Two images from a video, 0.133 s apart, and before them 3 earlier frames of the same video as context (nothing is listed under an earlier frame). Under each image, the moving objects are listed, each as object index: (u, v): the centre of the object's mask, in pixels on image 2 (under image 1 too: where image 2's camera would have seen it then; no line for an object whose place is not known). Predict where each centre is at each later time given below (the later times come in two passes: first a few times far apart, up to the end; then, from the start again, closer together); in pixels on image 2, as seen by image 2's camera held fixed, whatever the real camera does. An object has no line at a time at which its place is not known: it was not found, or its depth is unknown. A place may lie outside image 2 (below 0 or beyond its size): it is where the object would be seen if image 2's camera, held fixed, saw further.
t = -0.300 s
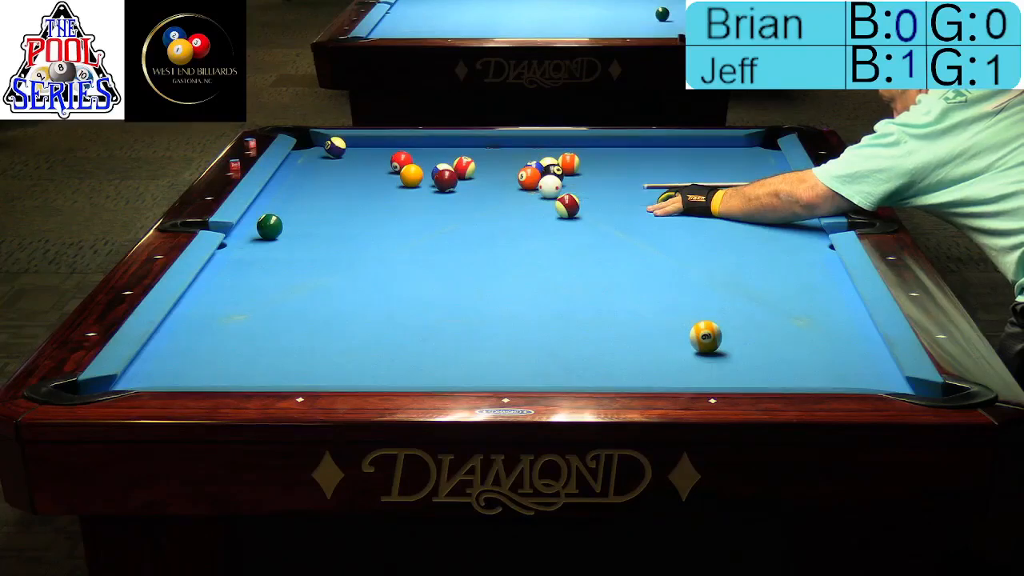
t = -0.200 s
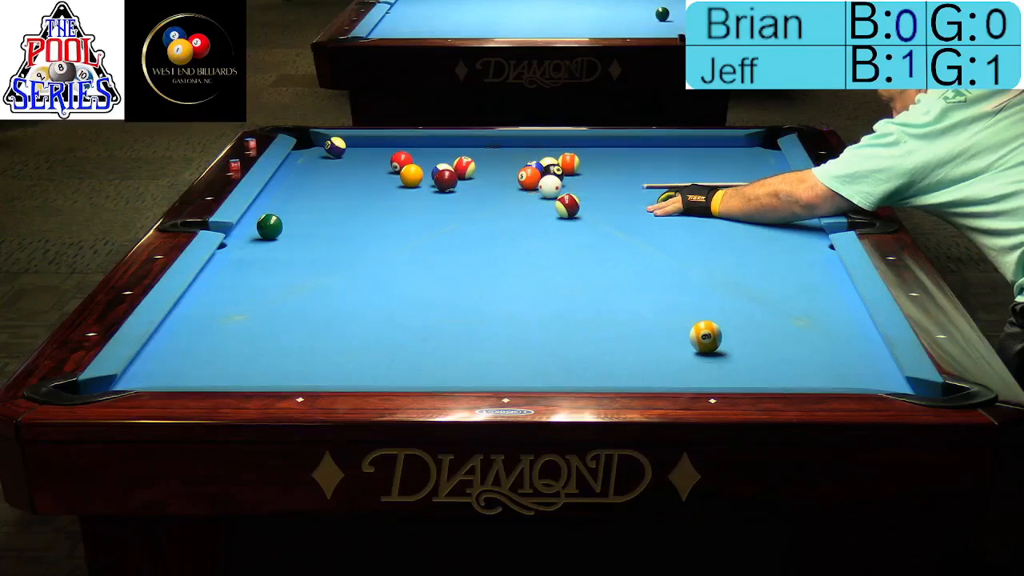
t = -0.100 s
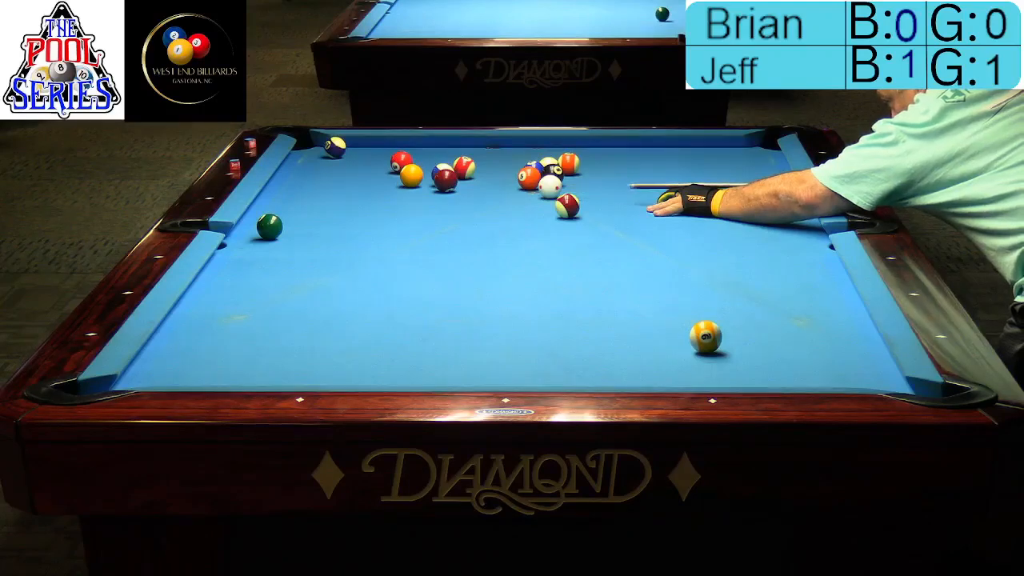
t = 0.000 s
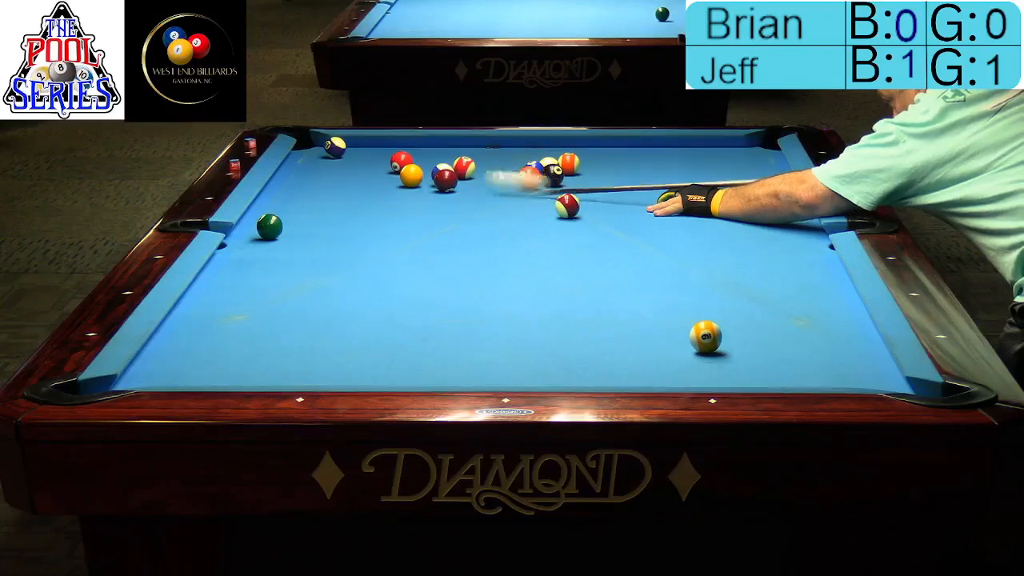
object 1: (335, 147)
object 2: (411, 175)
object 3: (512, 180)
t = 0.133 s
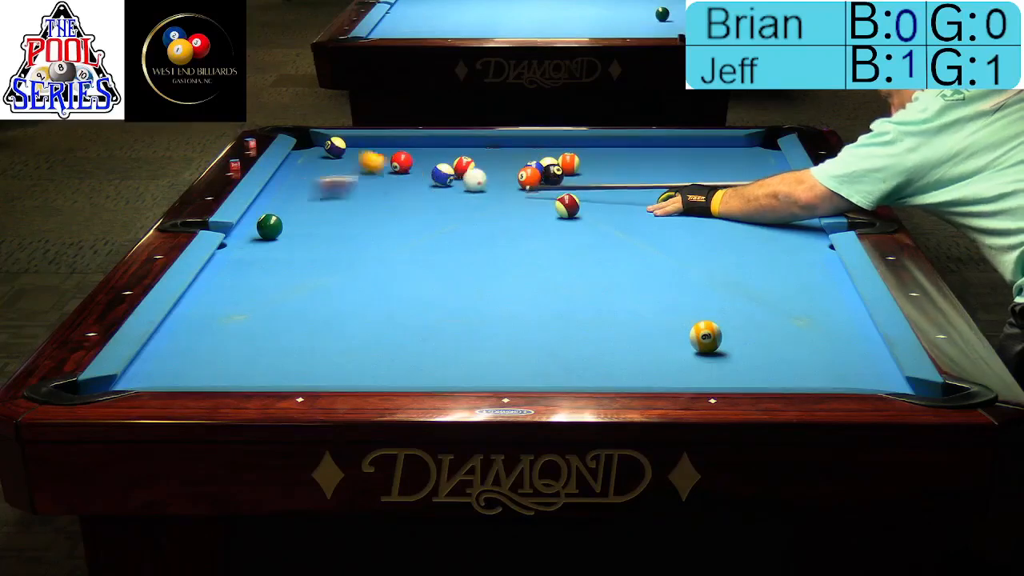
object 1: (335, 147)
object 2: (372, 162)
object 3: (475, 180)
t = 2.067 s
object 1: (330, 210)
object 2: (585, 152)
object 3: (510, 173)
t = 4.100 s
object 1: (379, 283)
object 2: (764, 155)
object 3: (510, 173)
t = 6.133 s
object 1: (419, 329)
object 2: (741, 156)
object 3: (510, 172)
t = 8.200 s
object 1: (426, 334)
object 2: (741, 156)
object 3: (510, 173)
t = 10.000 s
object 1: (427, 334)
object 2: (741, 156)
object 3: (510, 173)
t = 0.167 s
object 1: (335, 147)
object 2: (358, 158)
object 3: (478, 179)
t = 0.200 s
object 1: (333, 144)
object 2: (346, 154)
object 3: (481, 179)
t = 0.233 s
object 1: (338, 140)
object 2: (333, 151)
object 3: (484, 179)
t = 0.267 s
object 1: (337, 141)
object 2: (322, 150)
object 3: (486, 179)
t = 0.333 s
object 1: (329, 140)
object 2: (304, 150)
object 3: (492, 178)
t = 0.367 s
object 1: (328, 142)
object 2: (306, 150)
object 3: (494, 178)
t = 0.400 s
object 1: (328, 142)
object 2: (312, 150)
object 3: (497, 178)
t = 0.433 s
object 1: (320, 138)
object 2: (319, 148)
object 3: (500, 177)
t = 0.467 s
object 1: (312, 145)
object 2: (327, 150)
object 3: (503, 177)
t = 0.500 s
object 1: (311, 149)
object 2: (332, 150)
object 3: (505, 177)
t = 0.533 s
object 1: (309, 150)
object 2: (338, 150)
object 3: (507, 176)
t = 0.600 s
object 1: (302, 153)
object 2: (350, 150)
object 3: (508, 176)
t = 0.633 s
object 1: (298, 155)
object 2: (357, 151)
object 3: (510, 175)
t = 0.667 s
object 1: (298, 156)
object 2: (363, 151)
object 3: (510, 175)
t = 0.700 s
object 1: (299, 157)
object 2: (369, 151)
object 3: (511, 175)
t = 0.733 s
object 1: (300, 159)
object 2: (375, 151)
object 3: (512, 175)
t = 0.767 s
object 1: (301, 160)
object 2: (381, 151)
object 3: (513, 174)
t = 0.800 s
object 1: (302, 161)
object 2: (386, 150)
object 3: (513, 174)
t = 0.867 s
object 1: (303, 164)
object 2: (398, 147)
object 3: (513, 174)
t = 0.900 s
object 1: (304, 165)
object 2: (405, 147)
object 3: (513, 174)
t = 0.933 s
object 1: (304, 166)
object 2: (412, 149)
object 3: (512, 174)
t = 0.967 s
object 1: (305, 168)
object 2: (417, 150)
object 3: (512, 174)
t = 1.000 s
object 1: (306, 169)
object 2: (422, 151)
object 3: (512, 174)
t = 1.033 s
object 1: (307, 170)
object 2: (427, 151)
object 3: (512, 173)
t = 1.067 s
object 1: (308, 171)
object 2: (433, 151)
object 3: (512, 173)
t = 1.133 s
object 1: (309, 174)
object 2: (444, 151)
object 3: (512, 173)
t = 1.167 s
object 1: (310, 176)
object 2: (450, 151)
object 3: (511, 173)
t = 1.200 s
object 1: (310, 176)
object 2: (455, 150)
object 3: (511, 173)
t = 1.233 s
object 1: (311, 178)
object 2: (460, 150)
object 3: (511, 173)
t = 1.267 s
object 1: (311, 179)
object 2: (467, 149)
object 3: (511, 173)
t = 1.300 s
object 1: (312, 180)
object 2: (472, 150)
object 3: (511, 173)
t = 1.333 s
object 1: (313, 182)
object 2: (477, 151)
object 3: (511, 173)
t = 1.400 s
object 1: (315, 184)
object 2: (487, 152)
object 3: (510, 173)
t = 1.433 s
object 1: (316, 186)
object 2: (492, 152)
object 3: (510, 173)
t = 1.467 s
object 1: (316, 187)
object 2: (497, 152)
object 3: (510, 173)
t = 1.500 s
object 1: (317, 188)
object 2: (502, 151)
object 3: (510, 173)
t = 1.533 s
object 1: (317, 189)
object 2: (508, 151)
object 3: (510, 173)
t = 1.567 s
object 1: (318, 191)
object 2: (513, 151)
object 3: (510, 173)
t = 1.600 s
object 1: (319, 192)
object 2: (519, 151)
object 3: (510, 173)
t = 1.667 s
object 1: (321, 195)
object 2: (527, 151)
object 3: (510, 173)
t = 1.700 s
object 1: (321, 196)
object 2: (533, 151)
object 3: (510, 173)
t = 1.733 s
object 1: (322, 197)
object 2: (537, 150)
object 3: (510, 173)
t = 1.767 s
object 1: (323, 199)
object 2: (542, 150)
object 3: (510, 173)
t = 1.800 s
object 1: (324, 200)
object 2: (548, 149)
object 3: (510, 173)
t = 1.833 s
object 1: (325, 201)
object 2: (552, 149)
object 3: (510, 173)
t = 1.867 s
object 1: (325, 202)
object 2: (556, 149)
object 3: (510, 173)
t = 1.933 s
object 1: (327, 205)
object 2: (566, 148)
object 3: (510, 173)
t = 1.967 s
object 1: (327, 206)
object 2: (571, 148)
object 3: (510, 173)
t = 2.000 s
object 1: (328, 208)
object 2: (577, 150)
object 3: (510, 173)
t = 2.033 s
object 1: (329, 209)
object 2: (581, 151)
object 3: (510, 173)
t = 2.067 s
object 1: (330, 210)
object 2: (585, 152)
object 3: (510, 173)
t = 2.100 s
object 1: (331, 211)
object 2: (589, 152)
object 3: (510, 173)
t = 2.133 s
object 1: (332, 213)
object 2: (593, 152)
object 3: (510, 173)
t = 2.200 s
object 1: (333, 215)
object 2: (602, 153)
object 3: (510, 173)
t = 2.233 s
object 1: (334, 216)
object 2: (606, 153)
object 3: (510, 172)
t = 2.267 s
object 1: (335, 218)
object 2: (611, 153)
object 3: (510, 173)
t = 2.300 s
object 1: (336, 219)
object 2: (615, 153)
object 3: (510, 172)
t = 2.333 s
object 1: (337, 220)
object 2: (619, 153)
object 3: (510, 172)
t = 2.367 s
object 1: (338, 221)
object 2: (623, 153)
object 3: (510, 172)
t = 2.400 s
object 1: (338, 223)
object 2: (627, 153)
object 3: (510, 173)
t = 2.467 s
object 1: (340, 225)
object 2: (635, 153)
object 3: (510, 173)
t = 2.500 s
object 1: (341, 226)
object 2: (639, 153)
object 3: (510, 173)
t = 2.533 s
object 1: (342, 228)
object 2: (643, 153)
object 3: (510, 173)
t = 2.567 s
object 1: (343, 229)
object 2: (647, 153)
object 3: (510, 173)
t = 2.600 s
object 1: (343, 230)
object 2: (651, 153)
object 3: (510, 173)
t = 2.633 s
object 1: (344, 232)
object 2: (655, 153)
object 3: (510, 173)
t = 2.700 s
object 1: (346, 234)
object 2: (663, 153)
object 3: (510, 173)
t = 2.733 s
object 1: (347, 235)
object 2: (666, 153)
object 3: (510, 173)
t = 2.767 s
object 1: (347, 237)
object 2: (670, 153)
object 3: (510, 173)
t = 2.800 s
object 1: (348, 238)
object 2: (674, 153)
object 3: (510, 173)
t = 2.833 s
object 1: (349, 239)
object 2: (677, 153)
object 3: (510, 173)
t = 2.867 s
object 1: (350, 240)
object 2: (681, 153)
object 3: (510, 173)
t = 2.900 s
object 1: (351, 242)
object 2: (684, 153)
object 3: (510, 173)
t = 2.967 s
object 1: (352, 244)
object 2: (691, 154)
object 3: (510, 173)
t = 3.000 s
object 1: (353, 245)
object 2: (694, 154)
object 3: (510, 173)
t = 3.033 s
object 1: (354, 247)
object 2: (698, 154)
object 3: (510, 173)
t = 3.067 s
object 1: (355, 248)
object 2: (701, 154)
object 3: (510, 173)
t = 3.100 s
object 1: (356, 249)
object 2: (705, 154)
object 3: (510, 173)
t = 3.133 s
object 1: (356, 250)
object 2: (708, 154)
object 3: (510, 173)
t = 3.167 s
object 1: (357, 251)
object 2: (711, 154)
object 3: (510, 173)
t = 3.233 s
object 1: (359, 254)
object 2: (718, 154)
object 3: (510, 173)
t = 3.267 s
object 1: (359, 255)
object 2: (721, 154)
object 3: (510, 172)
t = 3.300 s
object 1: (360, 256)
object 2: (724, 154)
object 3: (510, 172)
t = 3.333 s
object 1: (361, 257)
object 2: (726, 154)
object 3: (510, 172)
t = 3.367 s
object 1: (362, 258)
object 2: (729, 154)
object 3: (510, 172)
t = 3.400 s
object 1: (363, 259)
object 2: (732, 154)
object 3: (510, 173)
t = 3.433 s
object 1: (364, 260)
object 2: (735, 154)
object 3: (510, 173)
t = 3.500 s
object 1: (365, 263)
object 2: (741, 154)
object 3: (510, 173)
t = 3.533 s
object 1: (366, 264)
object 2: (744, 154)
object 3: (510, 173)
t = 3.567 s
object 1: (367, 266)
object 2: (747, 154)
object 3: (510, 173)
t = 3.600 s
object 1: (367, 266)
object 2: (749, 154)
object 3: (510, 173)
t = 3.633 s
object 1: (368, 267)
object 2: (752, 154)
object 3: (510, 173)
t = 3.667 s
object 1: (369, 268)
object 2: (755, 154)
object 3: (510, 173)
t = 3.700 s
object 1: (369, 270)
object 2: (757, 155)
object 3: (510, 173)
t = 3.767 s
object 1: (371, 272)
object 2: (762, 155)
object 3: (510, 173)
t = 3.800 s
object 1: (371, 273)
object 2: (765, 155)
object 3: (510, 173)
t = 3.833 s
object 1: (372, 274)
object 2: (767, 155)
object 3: (510, 173)
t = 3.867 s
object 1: (373, 275)
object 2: (770, 154)
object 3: (510, 173)
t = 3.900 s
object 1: (374, 277)
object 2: (772, 155)
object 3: (510, 173)
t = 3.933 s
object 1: (375, 278)
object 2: (771, 154)
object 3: (510, 173)
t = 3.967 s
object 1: (376, 279)
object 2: (770, 155)
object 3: (510, 173)
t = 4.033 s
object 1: (377, 281)
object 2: (766, 155)
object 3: (510, 173)
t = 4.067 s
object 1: (378, 282)
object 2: (765, 155)
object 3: (510, 173)
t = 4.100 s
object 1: (379, 283)
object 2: (764, 155)
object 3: (510, 173)
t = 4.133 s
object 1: (379, 284)
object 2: (762, 155)
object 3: (510, 173)
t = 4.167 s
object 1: (381, 285)
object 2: (761, 155)
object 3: (510, 173)
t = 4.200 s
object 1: (381, 286)
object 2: (759, 155)
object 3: (510, 173)
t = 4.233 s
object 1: (382, 287)
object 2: (758, 155)
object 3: (510, 173)
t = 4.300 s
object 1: (384, 289)
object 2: (756, 155)
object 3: (510, 173)
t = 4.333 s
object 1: (384, 290)
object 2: (755, 155)
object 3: (510, 173)
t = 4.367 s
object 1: (385, 291)
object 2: (754, 155)
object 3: (510, 173)
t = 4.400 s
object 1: (386, 292)
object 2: (753, 155)
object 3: (510, 173)
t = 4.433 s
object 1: (387, 293)
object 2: (752, 155)
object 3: (510, 173)
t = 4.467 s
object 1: (387, 294)
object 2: (751, 155)
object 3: (510, 173)
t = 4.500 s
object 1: (388, 295)
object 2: (750, 155)
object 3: (510, 173)
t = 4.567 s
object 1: (390, 296)
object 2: (749, 155)
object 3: (510, 173)
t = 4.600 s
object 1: (391, 297)
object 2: (748, 155)
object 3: (510, 172)
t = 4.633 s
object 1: (392, 298)
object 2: (747, 155)
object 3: (510, 173)
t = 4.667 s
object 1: (393, 299)
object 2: (747, 155)
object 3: (510, 173)
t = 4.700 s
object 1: (393, 300)
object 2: (746, 155)
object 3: (510, 173)
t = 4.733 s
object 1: (394, 301)
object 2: (745, 155)
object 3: (510, 173)
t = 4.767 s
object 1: (395, 302)
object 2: (745, 155)
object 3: (510, 173)
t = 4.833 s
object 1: (396, 303)
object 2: (744, 156)
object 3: (510, 173)
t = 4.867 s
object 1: (397, 305)
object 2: (743, 156)
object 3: (510, 173)
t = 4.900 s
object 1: (397, 305)
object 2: (743, 156)
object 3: (510, 173)
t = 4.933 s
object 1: (398, 306)
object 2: (743, 156)
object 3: (510, 173)
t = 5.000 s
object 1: (399, 307)
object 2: (742, 156)
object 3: (510, 173)
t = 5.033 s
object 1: (400, 308)
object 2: (742, 156)
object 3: (510, 173)
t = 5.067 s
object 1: (401, 309)
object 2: (742, 156)
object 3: (510, 173)
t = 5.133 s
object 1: (402, 311)
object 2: (741, 156)
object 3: (510, 172)
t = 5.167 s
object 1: (402, 311)
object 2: (741, 156)
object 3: (510, 172)
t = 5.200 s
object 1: (403, 312)
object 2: (741, 156)
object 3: (510, 172)
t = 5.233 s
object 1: (404, 313)
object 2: (741, 156)
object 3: (510, 172)
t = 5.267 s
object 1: (404, 314)
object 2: (741, 156)
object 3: (510, 172)
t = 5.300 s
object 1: (405, 314)
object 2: (741, 156)
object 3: (510, 172)
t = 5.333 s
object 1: (406, 315)
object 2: (741, 156)
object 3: (510, 172)
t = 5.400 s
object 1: (407, 316)
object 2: (741, 156)
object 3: (510, 172)
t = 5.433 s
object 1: (407, 317)
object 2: (741, 156)
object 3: (510, 172)
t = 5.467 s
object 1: (408, 318)
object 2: (741, 156)
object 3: (510, 172)
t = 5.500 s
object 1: (409, 318)
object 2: (741, 156)
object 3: (510, 172)
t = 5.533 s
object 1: (409, 319)
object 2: (741, 156)
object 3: (510, 172)
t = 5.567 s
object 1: (410, 319)
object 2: (741, 156)
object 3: (510, 172)
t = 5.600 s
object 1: (410, 320)
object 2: (741, 156)
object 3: (510, 172)
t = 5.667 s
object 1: (411, 321)
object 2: (741, 156)
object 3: (510, 172)
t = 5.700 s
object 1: (412, 322)
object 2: (741, 156)
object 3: (510, 172)
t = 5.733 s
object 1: (413, 322)
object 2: (741, 156)
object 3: (510, 172)
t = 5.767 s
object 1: (413, 323)
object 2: (741, 156)
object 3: (510, 172)
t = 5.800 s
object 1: (413, 323)
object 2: (741, 156)
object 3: (510, 172)
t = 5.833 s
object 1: (414, 324)
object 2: (741, 156)
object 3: (510, 172)
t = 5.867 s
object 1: (414, 324)
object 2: (741, 156)
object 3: (510, 172)
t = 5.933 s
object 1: (415, 325)
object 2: (741, 156)
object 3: (510, 173)
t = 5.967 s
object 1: (416, 326)
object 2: (741, 156)
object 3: (510, 172)
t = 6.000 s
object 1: (416, 327)
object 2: (741, 156)
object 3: (510, 172)
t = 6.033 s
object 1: (417, 327)
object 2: (741, 156)
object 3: (510, 172)
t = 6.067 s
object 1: (418, 328)
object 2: (741, 156)
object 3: (510, 172)
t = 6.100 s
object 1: (418, 328)
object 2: (741, 156)
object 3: (510, 172)
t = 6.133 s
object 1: (419, 329)
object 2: (741, 156)
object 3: (510, 172)
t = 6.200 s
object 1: (419, 329)
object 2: (741, 156)
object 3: (510, 172)
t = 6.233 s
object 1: (420, 330)
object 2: (741, 156)
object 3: (510, 172)
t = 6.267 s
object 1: (420, 330)
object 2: (741, 156)
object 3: (510, 172)
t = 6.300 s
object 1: (420, 330)
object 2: (741, 156)
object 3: (510, 172)
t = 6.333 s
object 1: (421, 330)
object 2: (741, 156)
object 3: (510, 173)
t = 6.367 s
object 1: (421, 331)
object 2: (741, 156)
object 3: (510, 172)
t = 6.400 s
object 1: (422, 331)
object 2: (741, 156)
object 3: (510, 172)
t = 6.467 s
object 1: (422, 331)
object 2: (741, 156)
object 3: (510, 172)
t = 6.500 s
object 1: (423, 332)
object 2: (741, 156)
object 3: (510, 172)
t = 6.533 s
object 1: (423, 331)
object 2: (741, 156)
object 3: (510, 173)
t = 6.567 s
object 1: (423, 332)
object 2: (741, 156)
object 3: (510, 172)
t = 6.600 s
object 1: (424, 332)
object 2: (741, 156)
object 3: (510, 172)
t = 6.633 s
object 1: (424, 332)
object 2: (741, 156)
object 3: (510, 173)
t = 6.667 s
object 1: (424, 332)
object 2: (741, 156)
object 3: (510, 172)
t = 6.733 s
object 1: (425, 332)
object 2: (741, 156)
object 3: (510, 172)
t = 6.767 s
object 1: (425, 333)
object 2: (741, 156)
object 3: (510, 172)
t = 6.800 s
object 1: (426, 333)
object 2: (741, 156)
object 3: (510, 172)
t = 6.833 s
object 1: (426, 333)
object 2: (741, 156)
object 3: (510, 172)
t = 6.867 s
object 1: (426, 333)
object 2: (741, 156)
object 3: (510, 172)
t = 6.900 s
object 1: (426, 333)
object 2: (741, 156)
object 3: (510, 172)
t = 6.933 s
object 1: (426, 334)
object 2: (741, 156)
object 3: (510, 173)
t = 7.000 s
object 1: (427, 334)
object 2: (741, 156)
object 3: (510, 173)
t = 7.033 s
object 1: (427, 334)
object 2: (741, 156)
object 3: (510, 173)
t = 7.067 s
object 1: (427, 334)
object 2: (741, 156)
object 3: (510, 173)
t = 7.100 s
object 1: (427, 334)
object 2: (741, 156)
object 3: (510, 173)
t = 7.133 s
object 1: (427, 334)
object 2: (741, 156)
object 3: (510, 173)
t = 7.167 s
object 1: (427, 334)
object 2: (741, 156)
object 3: (510, 173)
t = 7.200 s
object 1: (427, 334)
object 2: (741, 156)
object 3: (510, 173)
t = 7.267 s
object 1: (427, 334)
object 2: (741, 156)
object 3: (510, 173)
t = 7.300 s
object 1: (426, 334)
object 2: (741, 156)
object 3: (510, 173)
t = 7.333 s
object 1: (426, 334)
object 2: (741, 156)
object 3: (510, 173)
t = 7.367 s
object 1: (426, 334)
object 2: (741, 156)
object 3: (510, 173)
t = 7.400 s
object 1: (426, 334)
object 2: (741, 156)
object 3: (510, 173)
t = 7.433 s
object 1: (426, 334)
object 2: (741, 156)
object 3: (510, 173)
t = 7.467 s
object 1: (426, 334)
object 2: (741, 156)
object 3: (510, 173)
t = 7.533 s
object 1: (426, 334)
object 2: (741, 156)
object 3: (510, 173)
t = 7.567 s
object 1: (426, 334)
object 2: (741, 156)
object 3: (510, 173)
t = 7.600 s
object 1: (426, 334)
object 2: (741, 156)
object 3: (510, 173)
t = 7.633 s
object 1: (426, 334)
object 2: (741, 156)
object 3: (510, 173)
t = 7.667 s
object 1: (426, 334)
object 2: (741, 156)
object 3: (510, 173)
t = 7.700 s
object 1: (426, 334)
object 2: (741, 156)
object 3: (510, 173)
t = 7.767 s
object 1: (426, 334)
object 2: (741, 156)
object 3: (510, 173)
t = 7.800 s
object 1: (426, 334)
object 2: (741, 156)
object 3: (510, 173)
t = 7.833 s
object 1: (426, 334)
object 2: (741, 156)
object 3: (510, 173)
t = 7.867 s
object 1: (426, 334)
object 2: (741, 156)
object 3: (510, 173)
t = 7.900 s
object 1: (426, 334)
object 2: (741, 156)
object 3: (510, 173)
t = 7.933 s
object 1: (426, 334)
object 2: (741, 156)
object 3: (510, 173)
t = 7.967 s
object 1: (426, 334)
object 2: (741, 156)
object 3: (510, 173)
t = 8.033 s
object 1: (426, 334)
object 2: (741, 156)
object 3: (510, 173)
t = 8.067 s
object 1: (426, 334)
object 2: (741, 156)
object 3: (510, 173)
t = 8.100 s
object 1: (426, 334)
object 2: (741, 156)
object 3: (510, 173)
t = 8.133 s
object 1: (426, 334)
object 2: (741, 156)
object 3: (510, 173)
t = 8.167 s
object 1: (426, 334)
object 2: (741, 156)
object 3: (510, 173)
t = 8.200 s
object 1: (426, 334)
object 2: (741, 156)
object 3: (510, 173)
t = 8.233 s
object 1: (427, 334)
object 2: (741, 156)
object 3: (510, 173)
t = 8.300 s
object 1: (427, 333)
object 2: (741, 156)
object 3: (510, 173)
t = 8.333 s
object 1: (427, 334)
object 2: (741, 156)
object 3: (510, 173)
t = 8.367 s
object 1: (427, 334)
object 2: (741, 156)
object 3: (510, 173)
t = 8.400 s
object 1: (427, 334)
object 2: (741, 156)
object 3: (510, 173)
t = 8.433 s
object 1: (427, 334)
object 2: (741, 156)
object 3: (510, 172)
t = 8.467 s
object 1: (427, 334)
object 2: (741, 156)
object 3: (510, 172)
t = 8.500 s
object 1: (427, 334)
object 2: (741, 156)
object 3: (510, 172)
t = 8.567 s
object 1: (427, 334)
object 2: (741, 156)
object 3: (510, 172)
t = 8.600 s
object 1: (426, 334)
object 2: (741, 156)
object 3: (510, 172)
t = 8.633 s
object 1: (426, 334)
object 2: (741, 156)
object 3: (510, 172)
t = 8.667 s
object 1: (426, 333)
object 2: (741, 156)
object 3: (510, 172)
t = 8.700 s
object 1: (426, 333)
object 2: (741, 156)
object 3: (510, 172)
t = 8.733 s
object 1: (426, 333)
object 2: (741, 156)
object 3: (510, 172)
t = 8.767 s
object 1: (426, 334)
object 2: (741, 156)
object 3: (510, 172)
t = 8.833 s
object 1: (426, 333)
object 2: (741, 156)
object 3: (510, 172)
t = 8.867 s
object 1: (426, 334)
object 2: (741, 156)
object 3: (510, 172)
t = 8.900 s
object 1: (426, 334)
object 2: (741, 156)
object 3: (510, 172)
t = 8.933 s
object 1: (426, 334)
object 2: (741, 156)
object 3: (510, 173)
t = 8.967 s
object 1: (426, 334)
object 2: (741, 156)
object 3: (510, 173)
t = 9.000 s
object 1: (426, 334)
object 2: (741, 156)
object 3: (510, 172)
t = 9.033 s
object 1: (426, 334)
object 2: (741, 156)
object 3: (510, 172)
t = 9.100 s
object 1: (427, 334)
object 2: (741, 156)
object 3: (510, 173)
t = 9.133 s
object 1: (427, 334)
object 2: (741, 156)
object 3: (510, 173)
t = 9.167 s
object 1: (427, 334)
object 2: (741, 156)
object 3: (510, 173)
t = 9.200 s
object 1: (427, 334)
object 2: (741, 156)
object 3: (510, 173)
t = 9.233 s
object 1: (426, 334)
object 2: (741, 156)
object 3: (510, 173)
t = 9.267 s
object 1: (427, 334)
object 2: (741, 156)
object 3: (510, 173)
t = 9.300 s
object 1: (427, 334)
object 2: (741, 156)
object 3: (510, 173)
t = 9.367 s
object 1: (427, 334)
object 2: (741, 156)
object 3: (510, 173)
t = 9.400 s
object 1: (427, 333)
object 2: (741, 156)
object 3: (510, 173)
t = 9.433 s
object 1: (427, 334)
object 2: (741, 156)
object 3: (510, 173)
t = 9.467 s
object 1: (427, 334)
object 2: (741, 156)
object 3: (510, 173)
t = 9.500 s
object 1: (427, 334)
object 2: (741, 156)
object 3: (510, 173)
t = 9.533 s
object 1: (427, 334)
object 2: (741, 156)
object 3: (510, 173)
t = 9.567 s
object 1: (427, 334)
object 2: (741, 156)
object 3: (510, 173)
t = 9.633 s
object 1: (427, 334)
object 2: (741, 156)
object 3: (510, 173)
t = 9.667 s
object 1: (427, 334)
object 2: (741, 156)
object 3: (510, 173)
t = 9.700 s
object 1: (426, 334)
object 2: (741, 156)
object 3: (510, 173)
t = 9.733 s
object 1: (427, 334)
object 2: (741, 156)
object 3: (510, 173)
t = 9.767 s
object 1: (427, 334)
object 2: (741, 156)
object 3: (510, 173)
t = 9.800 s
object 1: (427, 334)
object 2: (741, 156)
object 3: (510, 173)
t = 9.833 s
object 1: (427, 334)
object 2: (741, 156)
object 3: (510, 173)
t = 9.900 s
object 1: (427, 334)
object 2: (741, 156)
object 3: (510, 173)
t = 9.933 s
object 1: (427, 334)
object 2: (741, 156)
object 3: (510, 173)
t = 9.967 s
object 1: (427, 334)
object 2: (741, 156)
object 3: (510, 173)
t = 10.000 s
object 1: (427, 334)
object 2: (741, 156)
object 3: (510, 173)
